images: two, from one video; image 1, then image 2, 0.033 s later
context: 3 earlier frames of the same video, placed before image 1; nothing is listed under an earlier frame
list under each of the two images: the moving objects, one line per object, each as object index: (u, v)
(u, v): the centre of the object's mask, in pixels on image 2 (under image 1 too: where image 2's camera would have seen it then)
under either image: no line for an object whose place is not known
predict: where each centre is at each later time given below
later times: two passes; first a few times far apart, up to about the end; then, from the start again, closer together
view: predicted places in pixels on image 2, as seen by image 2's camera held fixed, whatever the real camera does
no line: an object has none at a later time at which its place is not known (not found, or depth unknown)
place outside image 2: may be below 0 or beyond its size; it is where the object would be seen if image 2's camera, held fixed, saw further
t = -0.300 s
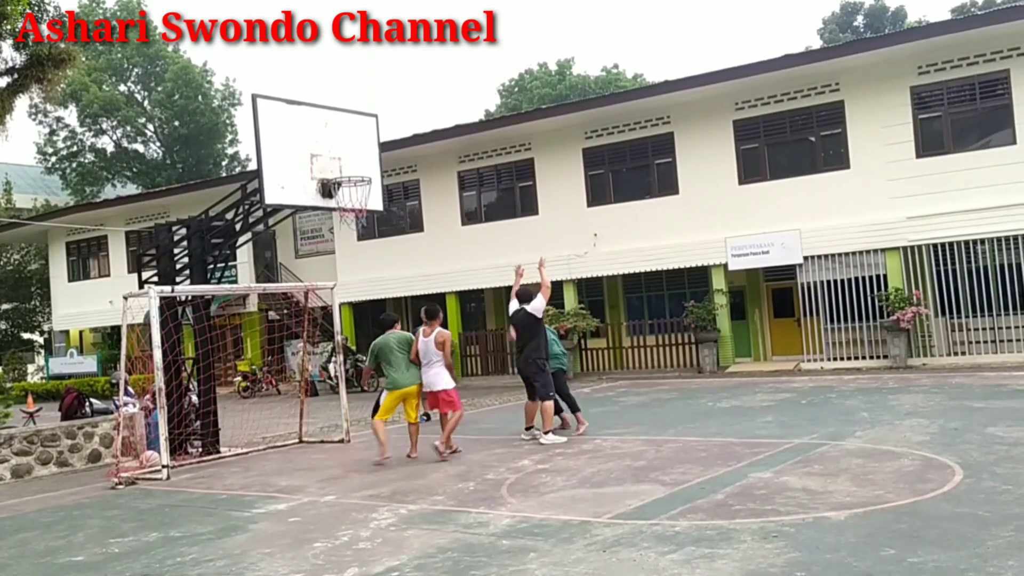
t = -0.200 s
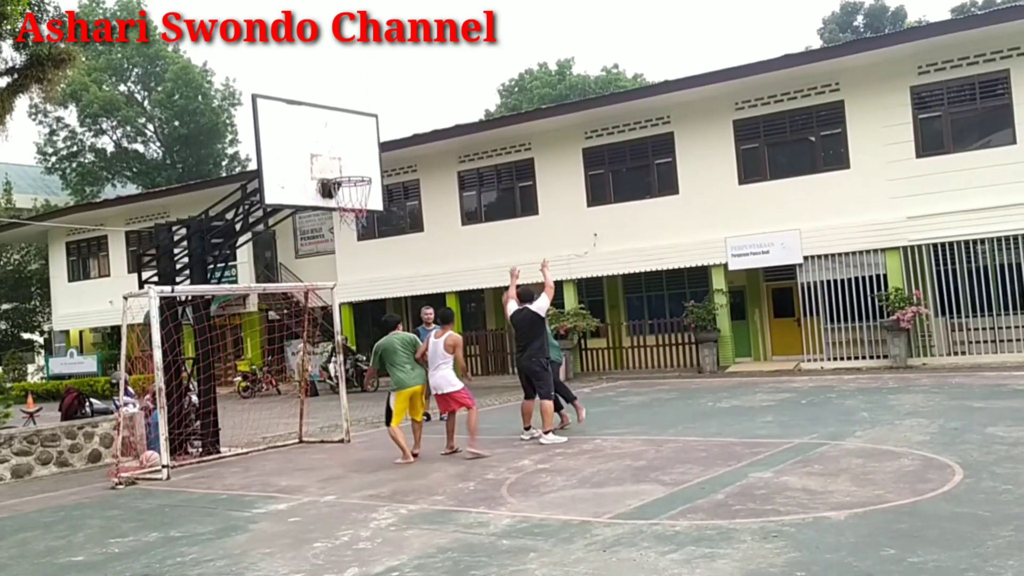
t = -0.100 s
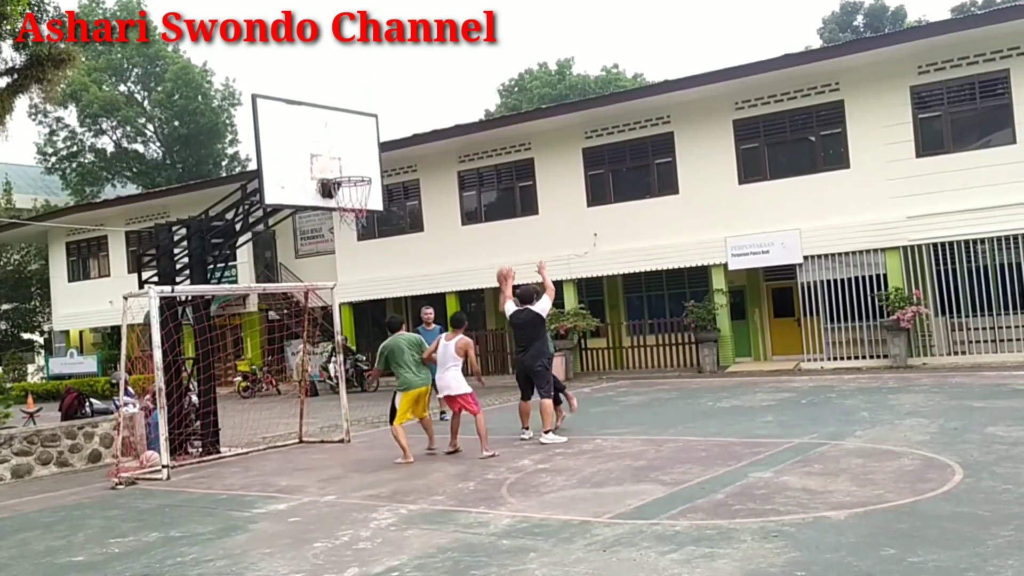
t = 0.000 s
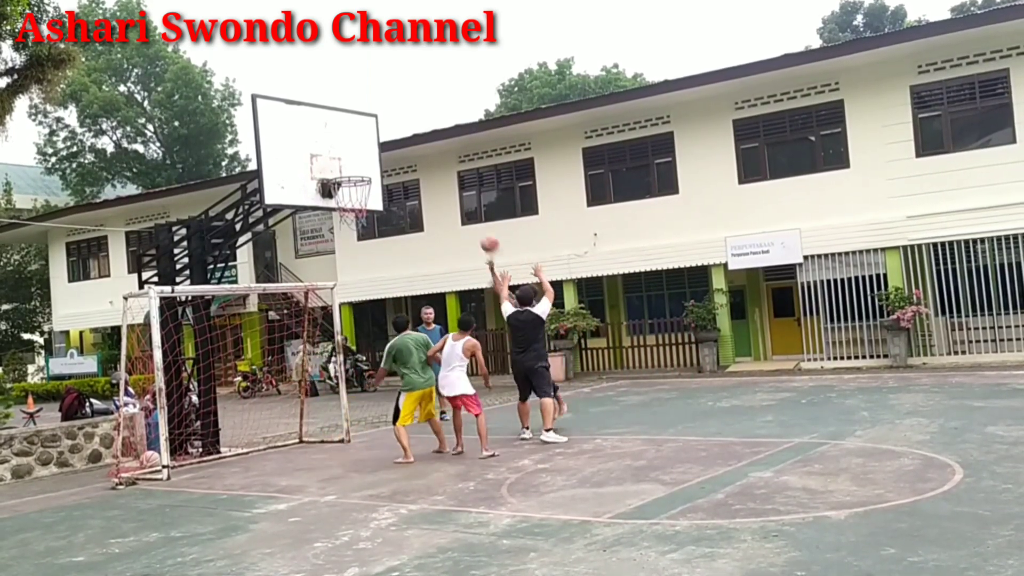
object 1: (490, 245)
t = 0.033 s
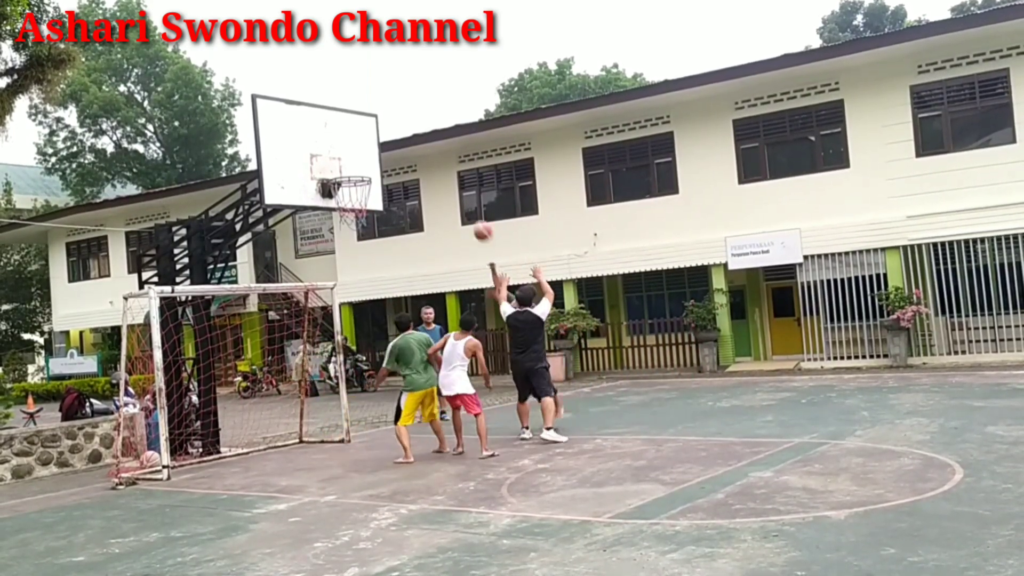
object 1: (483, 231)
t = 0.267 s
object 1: (433, 167)
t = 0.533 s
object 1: (376, 143)
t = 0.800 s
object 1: (316, 176)
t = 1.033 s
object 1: (262, 265)
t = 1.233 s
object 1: (212, 396)
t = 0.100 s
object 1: (469, 209)
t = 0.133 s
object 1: (463, 200)
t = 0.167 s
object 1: (454, 190)
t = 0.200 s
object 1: (448, 182)
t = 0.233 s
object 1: (440, 174)
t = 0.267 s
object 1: (433, 167)
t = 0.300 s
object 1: (427, 161)
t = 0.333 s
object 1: (420, 156)
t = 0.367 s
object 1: (412, 151)
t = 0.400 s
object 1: (405, 148)
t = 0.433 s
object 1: (398, 146)
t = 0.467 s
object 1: (391, 144)
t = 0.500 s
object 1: (383, 143)
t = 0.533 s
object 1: (376, 143)
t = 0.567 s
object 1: (368, 144)
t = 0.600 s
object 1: (360, 146)
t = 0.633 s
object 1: (353, 148)
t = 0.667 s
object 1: (345, 151)
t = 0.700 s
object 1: (338, 156)
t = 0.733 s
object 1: (331, 162)
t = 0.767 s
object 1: (324, 169)
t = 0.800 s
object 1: (316, 176)
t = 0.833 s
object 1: (308, 186)
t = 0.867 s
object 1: (300, 196)
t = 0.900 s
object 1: (292, 207)
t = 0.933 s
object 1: (285, 220)
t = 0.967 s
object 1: (277, 234)
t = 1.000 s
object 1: (268, 249)
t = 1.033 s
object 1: (262, 265)
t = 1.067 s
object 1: (253, 284)
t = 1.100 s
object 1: (244, 305)
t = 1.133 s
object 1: (236, 324)
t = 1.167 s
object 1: (228, 346)
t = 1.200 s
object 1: (220, 370)
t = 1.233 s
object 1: (212, 396)
